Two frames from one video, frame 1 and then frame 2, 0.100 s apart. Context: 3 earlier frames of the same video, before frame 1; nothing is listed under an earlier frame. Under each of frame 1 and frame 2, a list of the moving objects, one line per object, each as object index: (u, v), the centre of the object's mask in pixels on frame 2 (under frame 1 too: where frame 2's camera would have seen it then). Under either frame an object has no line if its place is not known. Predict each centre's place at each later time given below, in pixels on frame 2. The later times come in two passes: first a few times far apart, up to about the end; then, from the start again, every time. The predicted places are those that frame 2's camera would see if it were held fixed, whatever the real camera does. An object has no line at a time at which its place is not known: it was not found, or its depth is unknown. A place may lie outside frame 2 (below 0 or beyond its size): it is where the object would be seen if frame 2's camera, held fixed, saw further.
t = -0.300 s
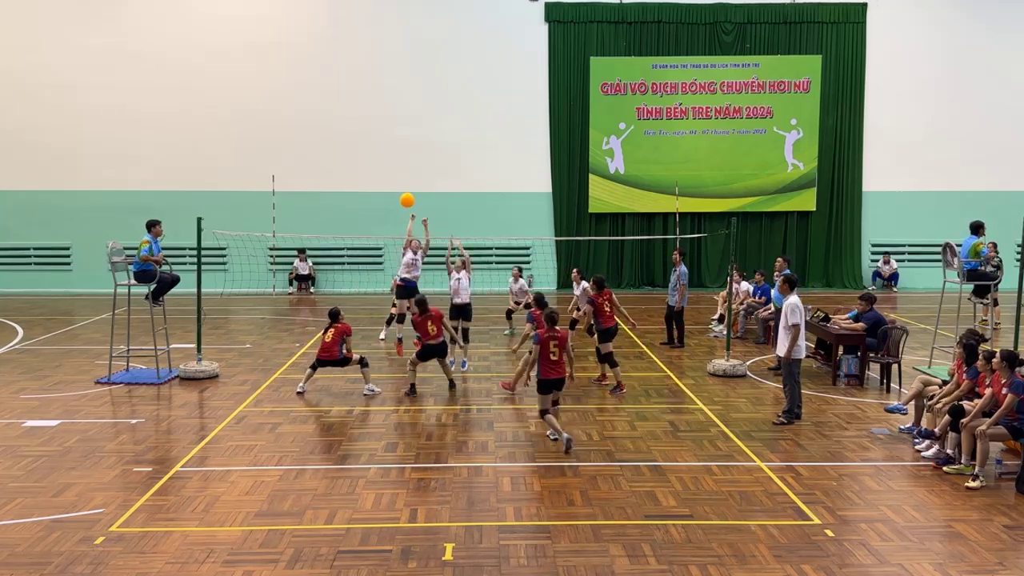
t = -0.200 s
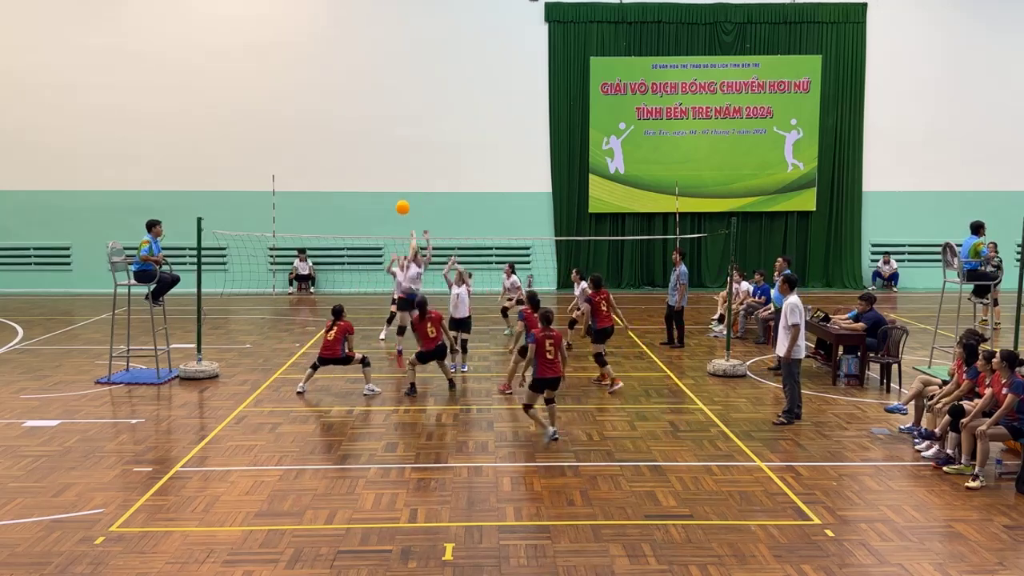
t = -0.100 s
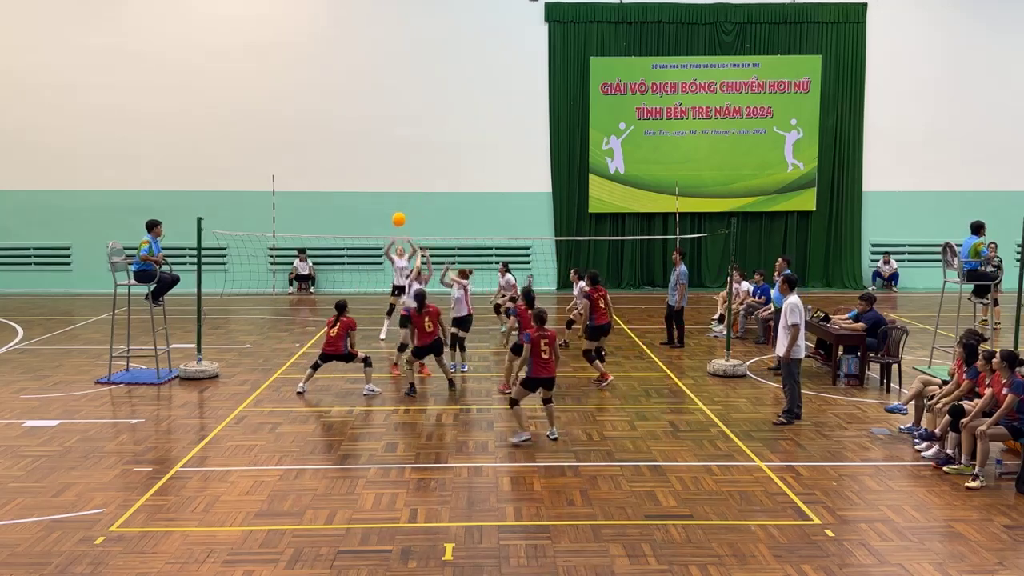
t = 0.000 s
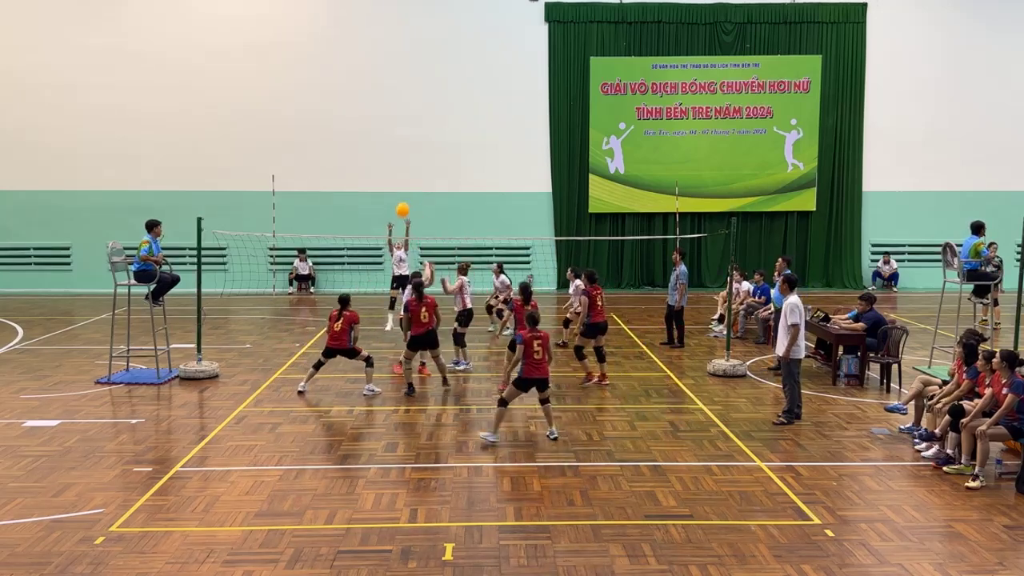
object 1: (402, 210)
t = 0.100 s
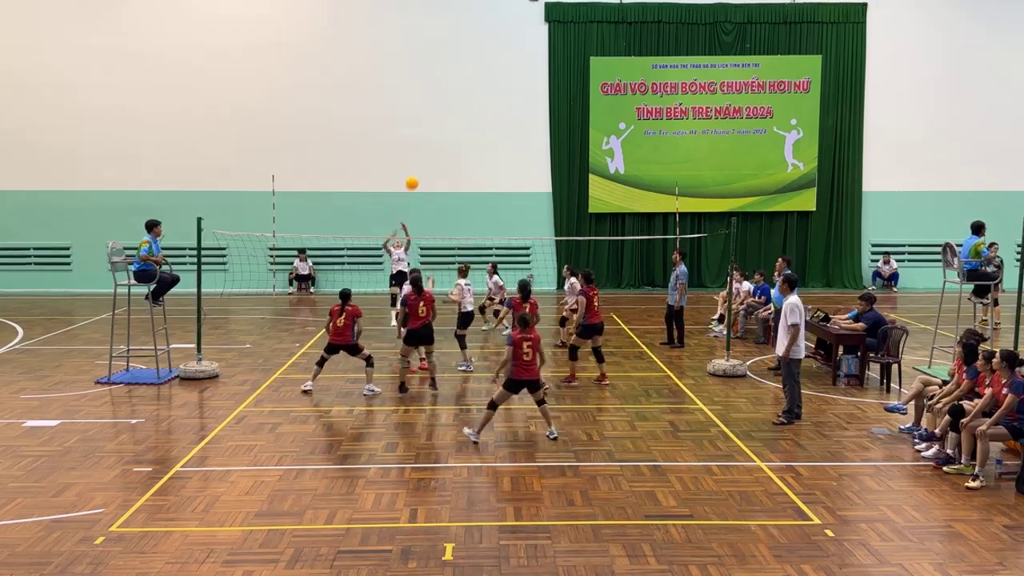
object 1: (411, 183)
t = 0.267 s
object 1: (426, 149)
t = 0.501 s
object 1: (445, 129)
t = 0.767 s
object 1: (465, 142)
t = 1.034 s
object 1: (485, 192)
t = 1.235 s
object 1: (497, 250)
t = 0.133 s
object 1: (415, 175)
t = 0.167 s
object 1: (418, 167)
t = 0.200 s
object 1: (420, 161)
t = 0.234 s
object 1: (423, 154)
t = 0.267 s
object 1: (426, 149)
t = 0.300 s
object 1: (429, 145)
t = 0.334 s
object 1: (432, 140)
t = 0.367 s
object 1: (434, 137)
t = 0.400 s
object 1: (437, 134)
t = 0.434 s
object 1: (440, 132)
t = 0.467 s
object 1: (442, 130)
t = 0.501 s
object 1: (445, 129)
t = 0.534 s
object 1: (447, 128)
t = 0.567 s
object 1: (450, 129)
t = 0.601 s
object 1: (452, 129)
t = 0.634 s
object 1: (455, 130)
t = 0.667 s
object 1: (457, 133)
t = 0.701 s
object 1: (460, 135)
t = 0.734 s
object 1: (462, 138)
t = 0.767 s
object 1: (465, 142)
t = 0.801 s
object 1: (467, 146)
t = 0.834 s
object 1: (470, 151)
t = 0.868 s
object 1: (473, 156)
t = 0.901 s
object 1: (475, 162)
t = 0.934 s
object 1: (478, 169)
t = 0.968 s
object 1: (480, 176)
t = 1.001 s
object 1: (482, 184)
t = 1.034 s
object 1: (485, 192)
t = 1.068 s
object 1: (487, 200)
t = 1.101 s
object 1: (489, 209)
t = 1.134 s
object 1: (491, 218)
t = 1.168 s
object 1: (493, 228)
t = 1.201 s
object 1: (495, 239)
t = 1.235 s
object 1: (497, 250)
